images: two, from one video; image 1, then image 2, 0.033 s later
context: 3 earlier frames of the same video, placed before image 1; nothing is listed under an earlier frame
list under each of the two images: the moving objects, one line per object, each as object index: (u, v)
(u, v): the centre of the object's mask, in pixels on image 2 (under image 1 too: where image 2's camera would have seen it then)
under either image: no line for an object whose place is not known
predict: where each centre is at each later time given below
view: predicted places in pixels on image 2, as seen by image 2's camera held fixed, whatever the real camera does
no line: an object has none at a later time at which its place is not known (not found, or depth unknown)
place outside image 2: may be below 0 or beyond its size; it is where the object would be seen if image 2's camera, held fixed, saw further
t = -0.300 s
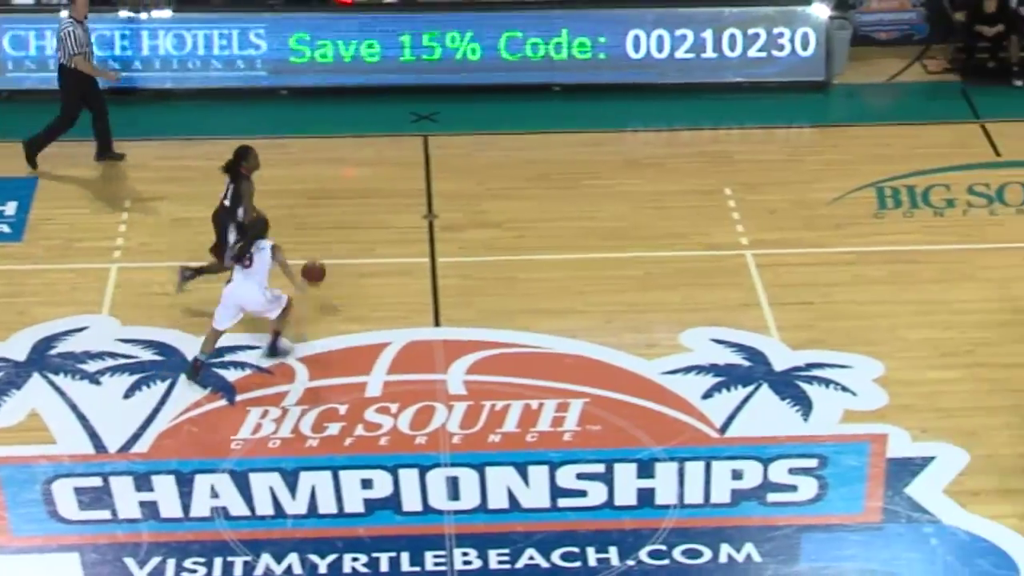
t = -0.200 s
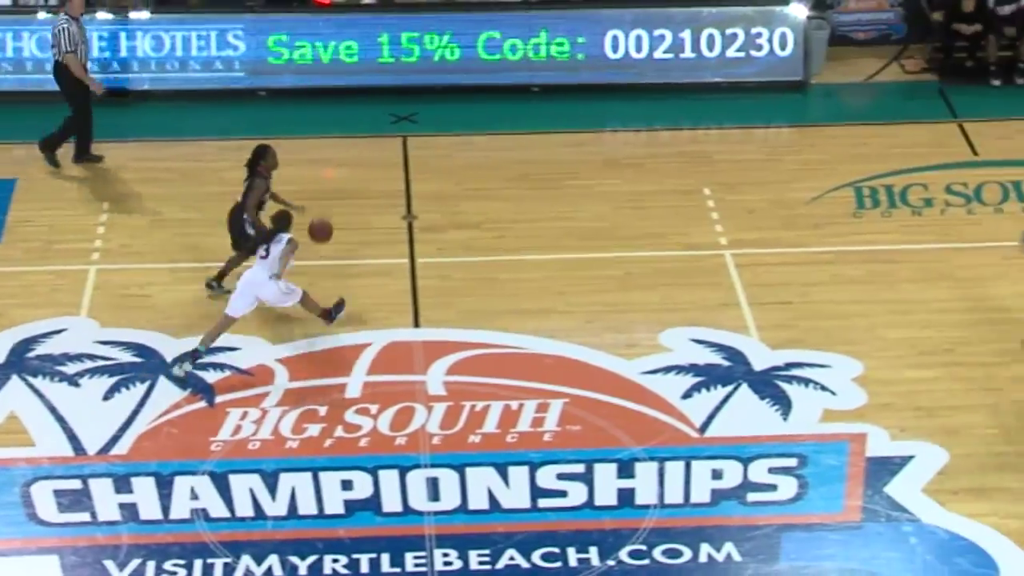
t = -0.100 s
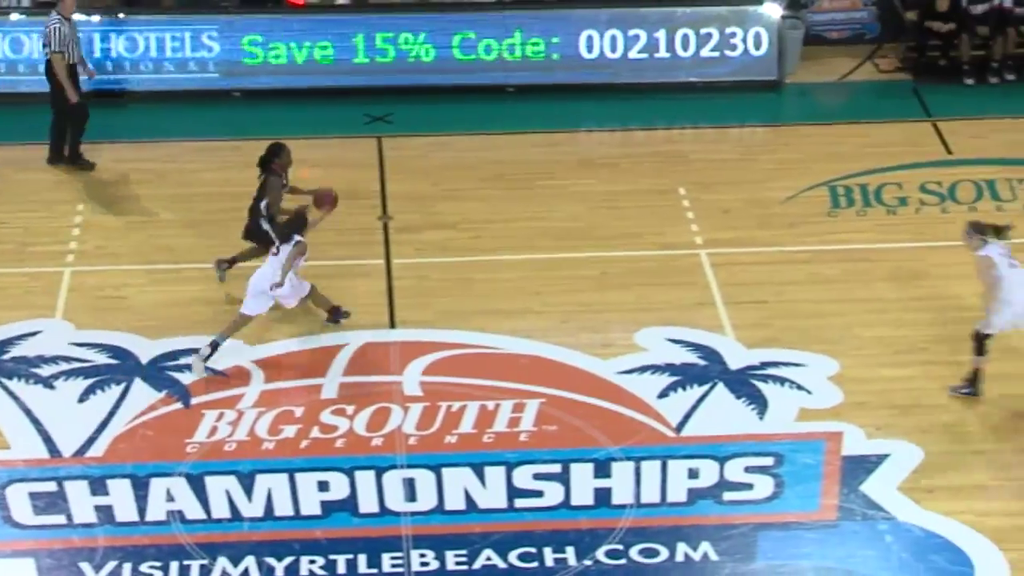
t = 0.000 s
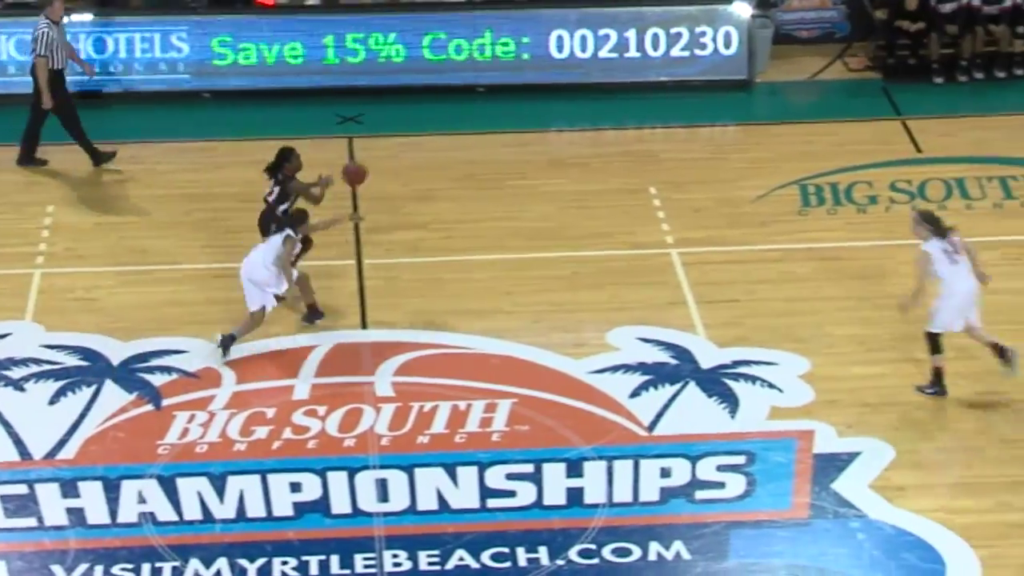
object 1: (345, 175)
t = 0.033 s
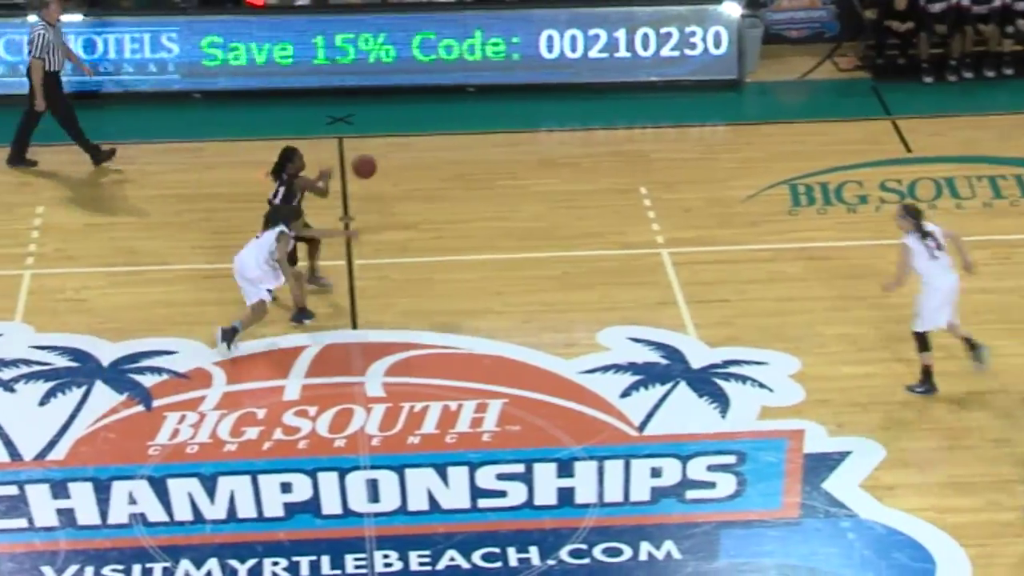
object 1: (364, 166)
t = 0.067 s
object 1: (383, 160)
